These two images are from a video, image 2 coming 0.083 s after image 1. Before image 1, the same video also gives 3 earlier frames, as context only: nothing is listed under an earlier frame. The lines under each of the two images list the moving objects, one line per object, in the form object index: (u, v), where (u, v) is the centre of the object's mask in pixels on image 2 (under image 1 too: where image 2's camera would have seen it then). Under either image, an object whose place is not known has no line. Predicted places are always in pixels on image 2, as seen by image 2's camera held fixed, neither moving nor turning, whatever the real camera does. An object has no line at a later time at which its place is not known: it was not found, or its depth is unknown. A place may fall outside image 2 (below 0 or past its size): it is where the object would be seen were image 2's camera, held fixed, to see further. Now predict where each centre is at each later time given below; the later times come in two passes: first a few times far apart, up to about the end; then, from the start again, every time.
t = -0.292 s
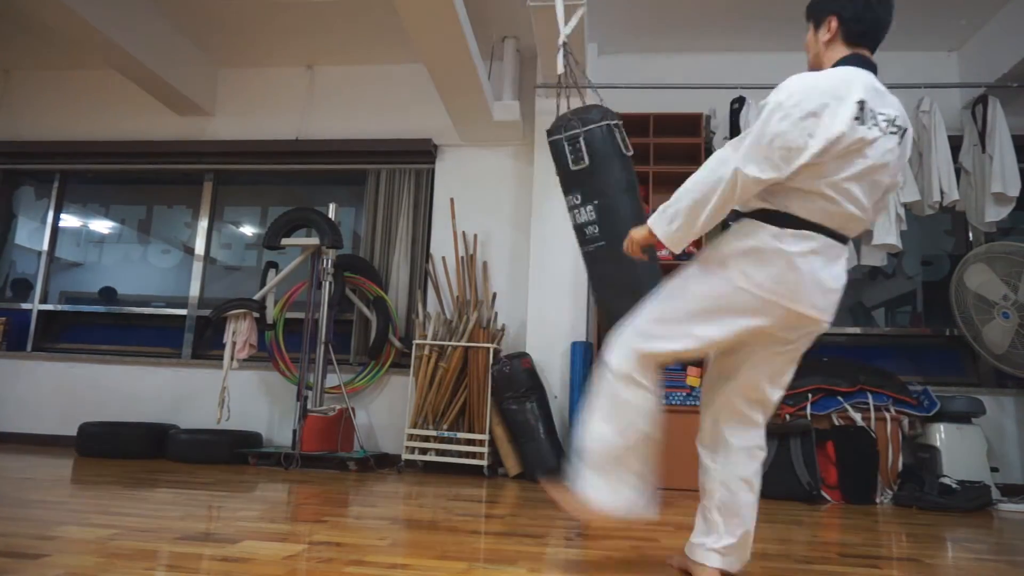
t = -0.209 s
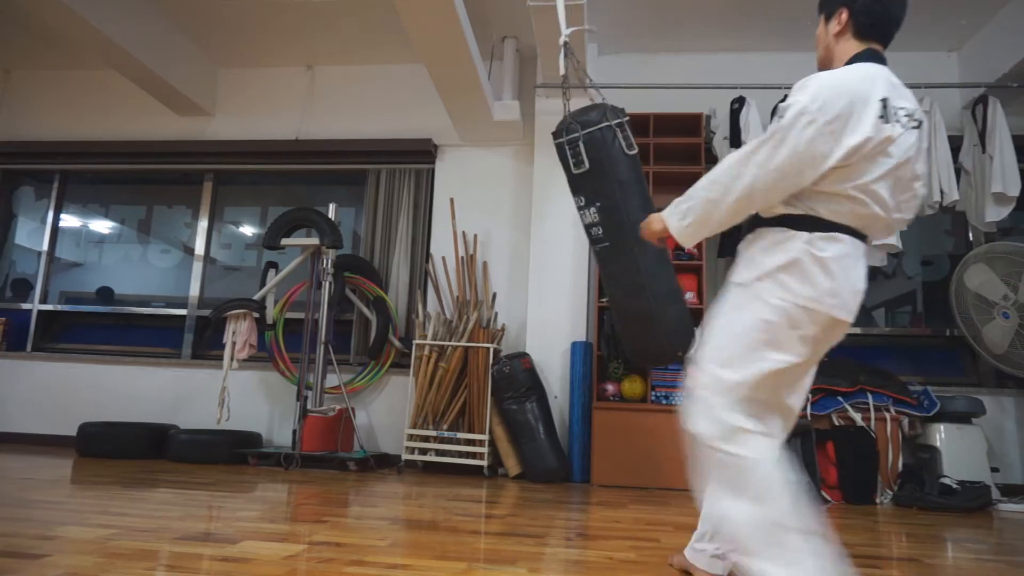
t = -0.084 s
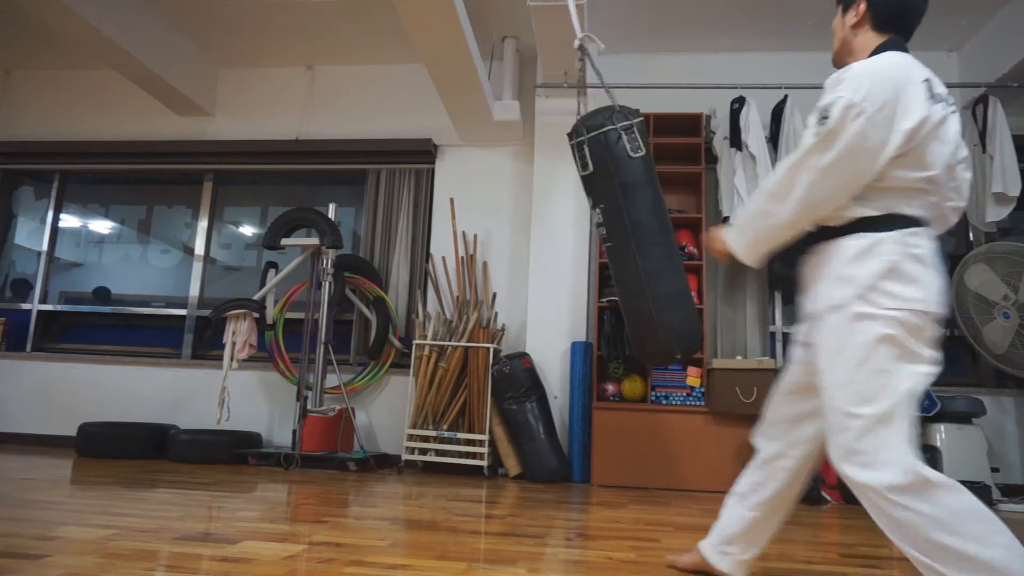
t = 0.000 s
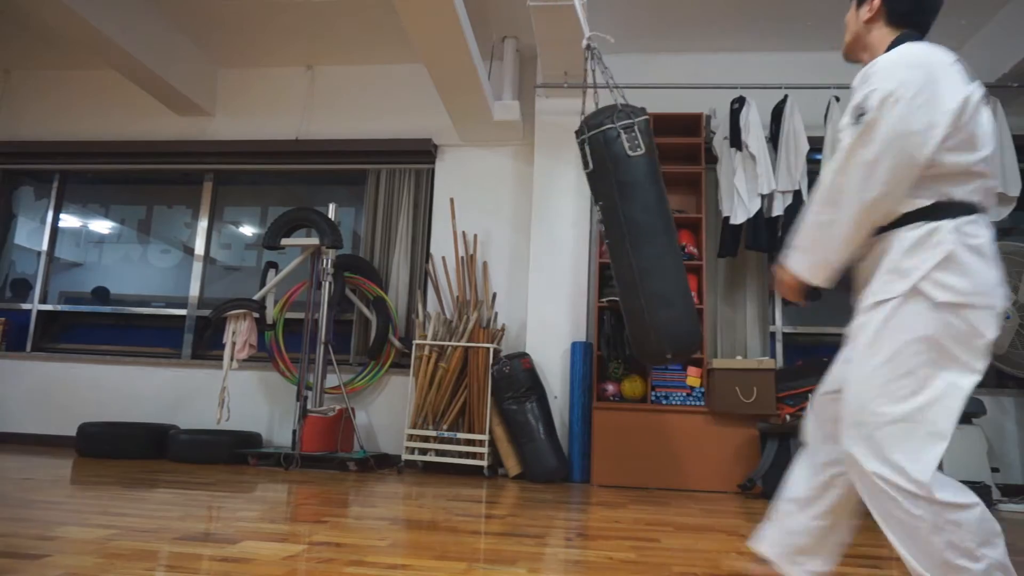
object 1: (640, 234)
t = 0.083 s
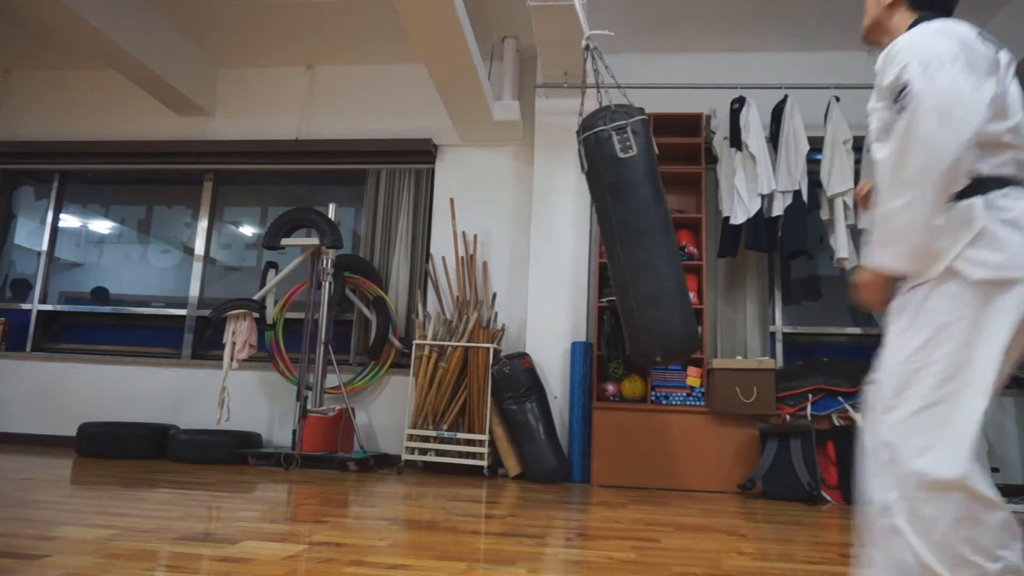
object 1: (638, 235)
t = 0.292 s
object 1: (614, 239)
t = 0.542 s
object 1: (564, 248)
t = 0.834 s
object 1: (473, 226)
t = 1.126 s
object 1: (409, 196)
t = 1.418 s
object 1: (407, 194)
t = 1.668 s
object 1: (460, 220)
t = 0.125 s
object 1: (635, 236)
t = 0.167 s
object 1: (631, 237)
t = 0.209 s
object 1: (626, 239)
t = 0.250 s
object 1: (620, 238)
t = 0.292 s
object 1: (614, 239)
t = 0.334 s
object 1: (607, 240)
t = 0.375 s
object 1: (600, 243)
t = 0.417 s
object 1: (593, 246)
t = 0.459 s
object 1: (584, 248)
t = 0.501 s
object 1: (574, 247)
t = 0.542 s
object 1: (564, 248)
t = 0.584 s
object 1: (551, 247)
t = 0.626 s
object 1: (538, 247)
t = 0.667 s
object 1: (525, 245)
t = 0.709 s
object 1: (512, 241)
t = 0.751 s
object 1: (499, 235)
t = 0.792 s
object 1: (486, 230)
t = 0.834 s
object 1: (473, 226)
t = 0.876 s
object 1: (462, 221)
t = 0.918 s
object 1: (451, 217)
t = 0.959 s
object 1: (441, 212)
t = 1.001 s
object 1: (431, 208)
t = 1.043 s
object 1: (423, 204)
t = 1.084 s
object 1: (415, 199)
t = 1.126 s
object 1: (409, 196)
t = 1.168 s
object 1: (404, 193)
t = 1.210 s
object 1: (400, 190)
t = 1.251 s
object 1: (399, 188)
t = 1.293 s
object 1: (398, 188)
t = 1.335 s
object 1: (399, 189)
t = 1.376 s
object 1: (402, 191)
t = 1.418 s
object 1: (407, 194)
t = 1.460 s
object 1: (413, 197)
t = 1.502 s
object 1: (421, 201)
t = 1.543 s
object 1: (429, 206)
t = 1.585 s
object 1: (438, 211)
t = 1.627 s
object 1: (449, 215)
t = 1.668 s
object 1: (460, 220)
